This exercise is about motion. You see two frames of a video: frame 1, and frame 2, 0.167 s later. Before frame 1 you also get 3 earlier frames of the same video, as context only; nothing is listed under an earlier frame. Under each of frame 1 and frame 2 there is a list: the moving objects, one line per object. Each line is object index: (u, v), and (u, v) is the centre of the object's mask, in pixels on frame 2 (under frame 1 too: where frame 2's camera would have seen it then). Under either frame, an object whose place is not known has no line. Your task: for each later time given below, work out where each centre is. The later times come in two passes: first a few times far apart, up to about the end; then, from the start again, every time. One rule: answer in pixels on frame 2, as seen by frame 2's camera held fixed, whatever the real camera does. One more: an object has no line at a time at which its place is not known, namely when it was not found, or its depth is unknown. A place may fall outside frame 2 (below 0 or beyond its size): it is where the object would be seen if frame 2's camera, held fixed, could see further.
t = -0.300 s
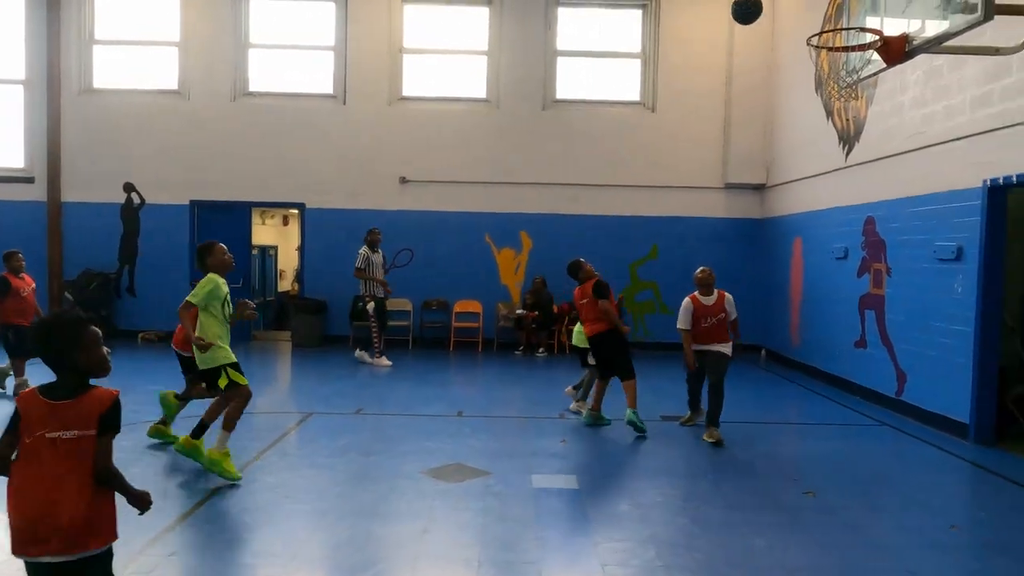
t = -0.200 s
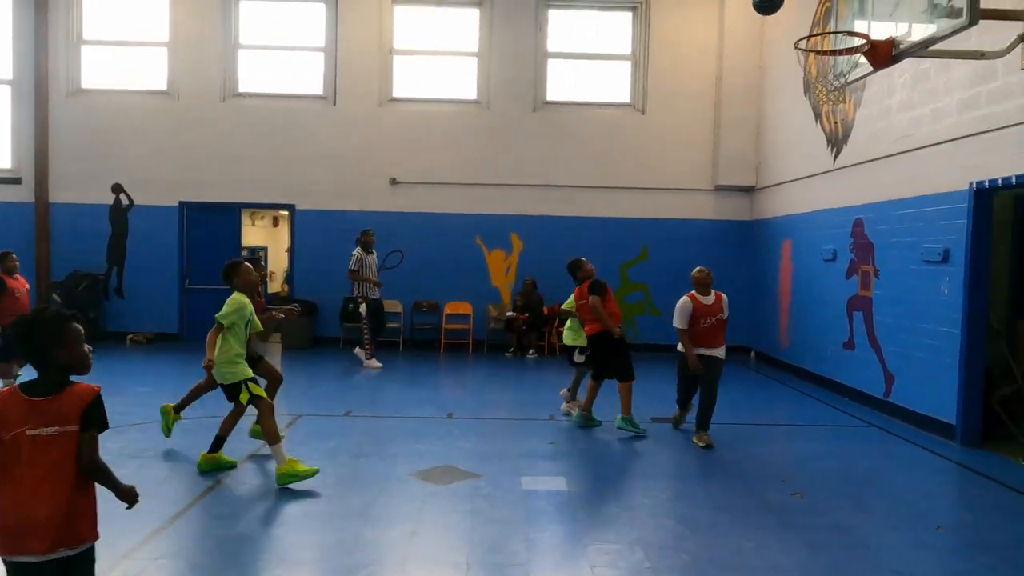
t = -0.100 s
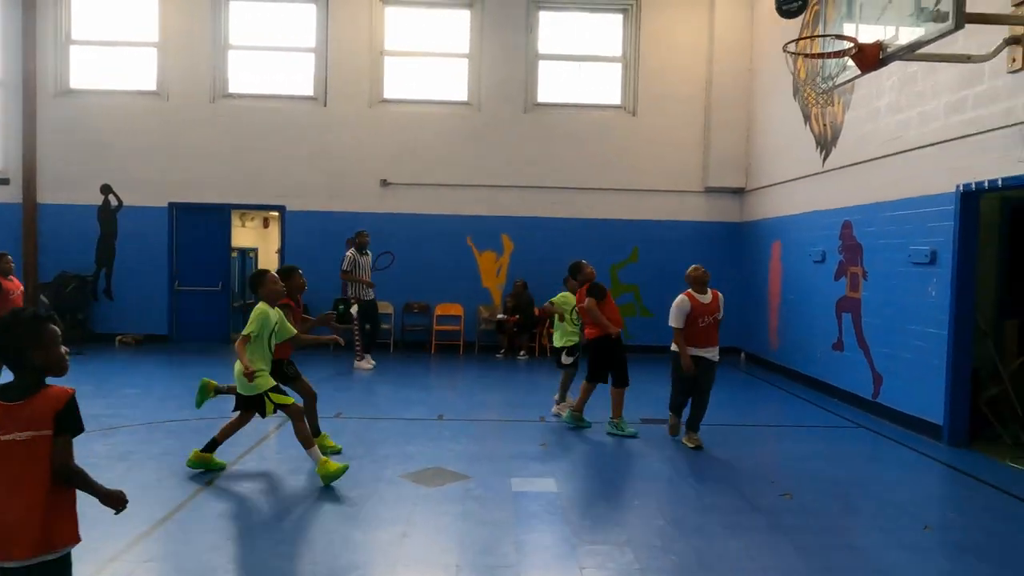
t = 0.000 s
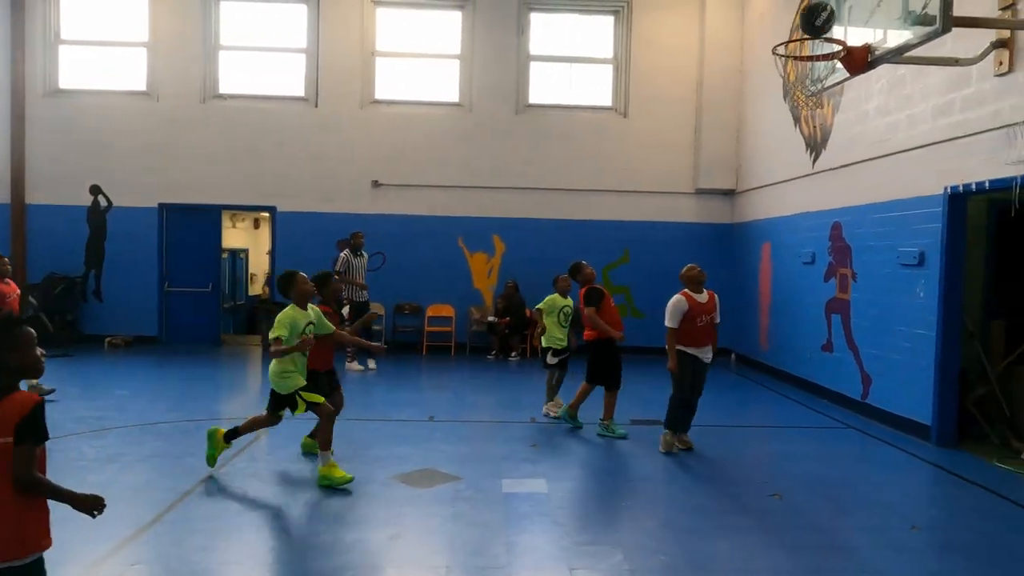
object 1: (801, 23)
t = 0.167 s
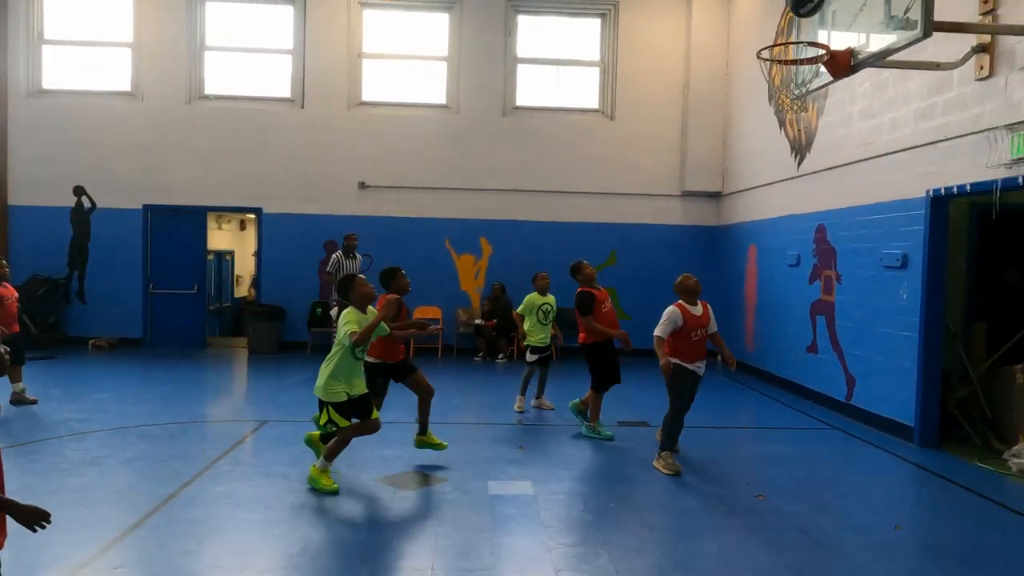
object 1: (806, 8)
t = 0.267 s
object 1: (800, 4)
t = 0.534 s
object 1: (786, 45)
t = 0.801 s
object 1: (783, 114)
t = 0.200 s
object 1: (804, 6)
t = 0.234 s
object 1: (802, 4)
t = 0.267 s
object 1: (800, 4)
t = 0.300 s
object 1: (799, 4)
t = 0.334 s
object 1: (797, 4)
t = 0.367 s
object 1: (796, 6)
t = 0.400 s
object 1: (794, 8)
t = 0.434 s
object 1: (793, 14)
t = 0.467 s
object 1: (790, 23)
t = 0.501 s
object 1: (788, 33)
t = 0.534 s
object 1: (786, 45)
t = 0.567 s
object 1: (784, 58)
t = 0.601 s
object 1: (781, 72)
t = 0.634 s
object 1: (780, 85)
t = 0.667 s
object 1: (781, 90)
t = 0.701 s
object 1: (782, 94)
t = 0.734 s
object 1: (782, 101)
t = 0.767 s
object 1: (782, 106)
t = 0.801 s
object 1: (783, 114)
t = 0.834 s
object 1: (783, 124)
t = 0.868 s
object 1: (784, 135)
